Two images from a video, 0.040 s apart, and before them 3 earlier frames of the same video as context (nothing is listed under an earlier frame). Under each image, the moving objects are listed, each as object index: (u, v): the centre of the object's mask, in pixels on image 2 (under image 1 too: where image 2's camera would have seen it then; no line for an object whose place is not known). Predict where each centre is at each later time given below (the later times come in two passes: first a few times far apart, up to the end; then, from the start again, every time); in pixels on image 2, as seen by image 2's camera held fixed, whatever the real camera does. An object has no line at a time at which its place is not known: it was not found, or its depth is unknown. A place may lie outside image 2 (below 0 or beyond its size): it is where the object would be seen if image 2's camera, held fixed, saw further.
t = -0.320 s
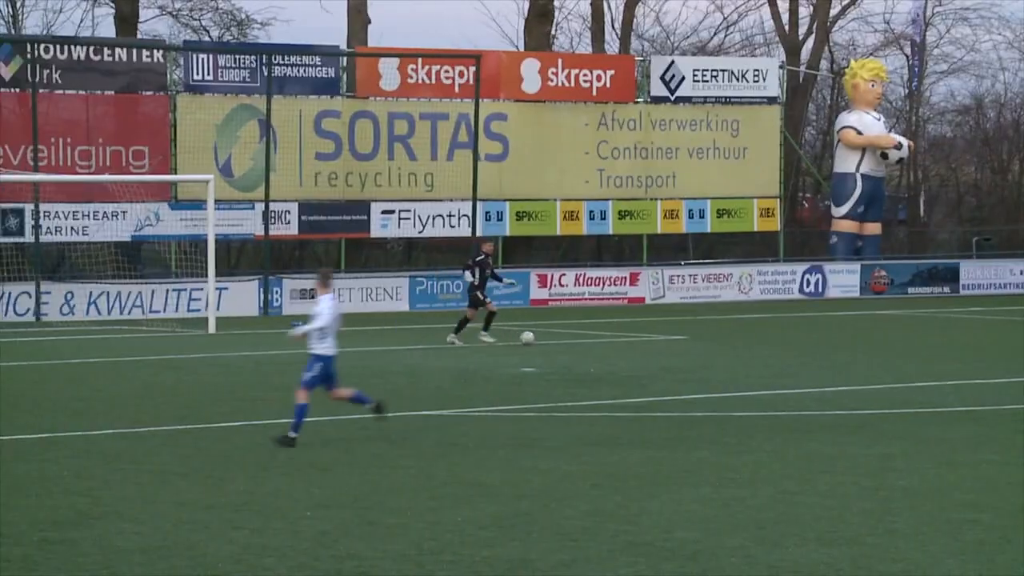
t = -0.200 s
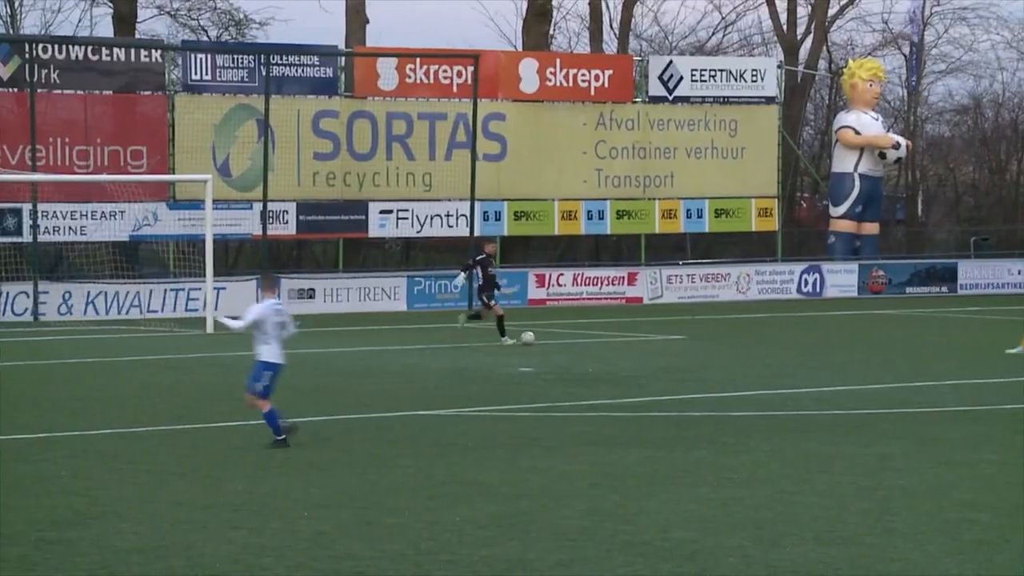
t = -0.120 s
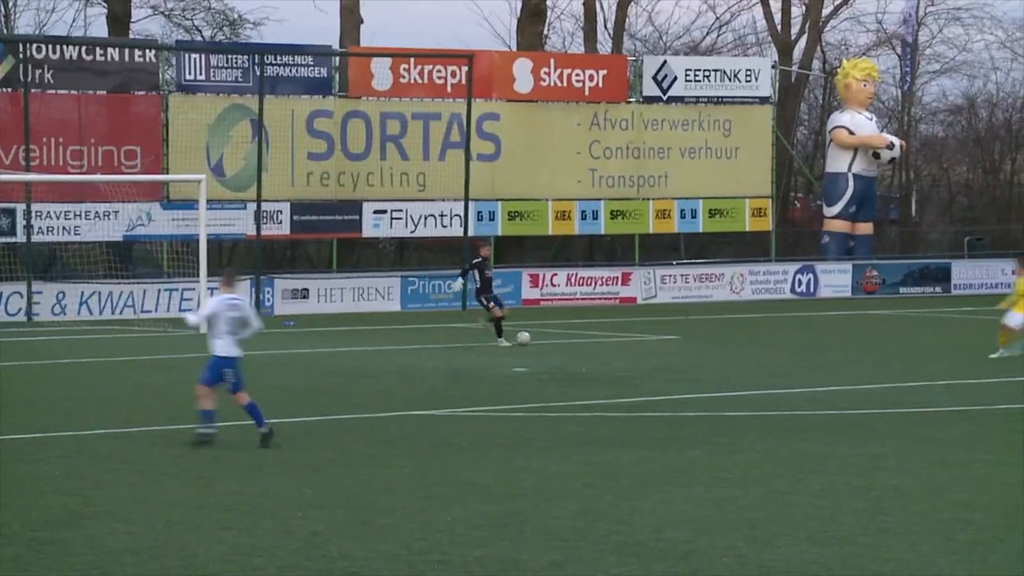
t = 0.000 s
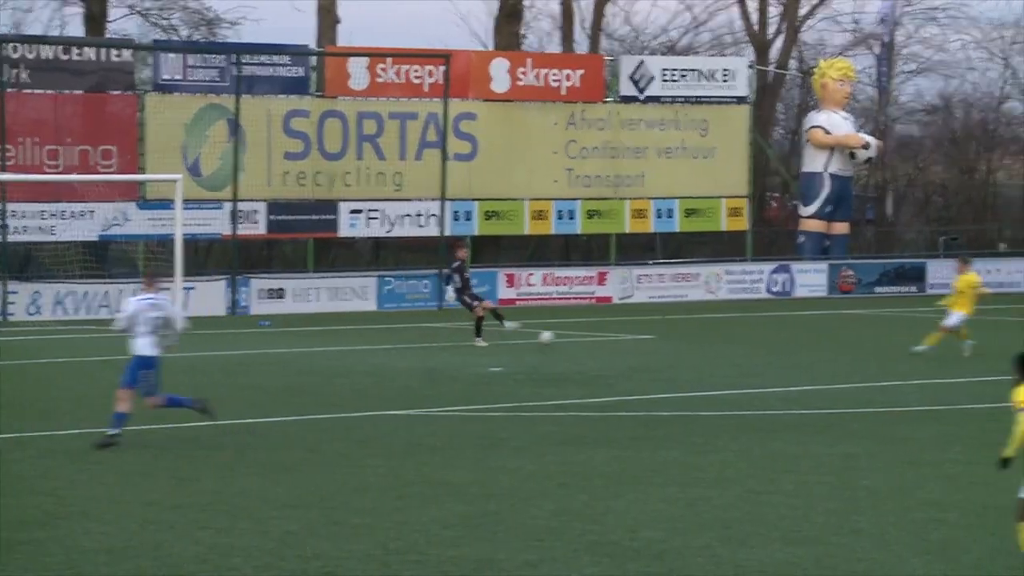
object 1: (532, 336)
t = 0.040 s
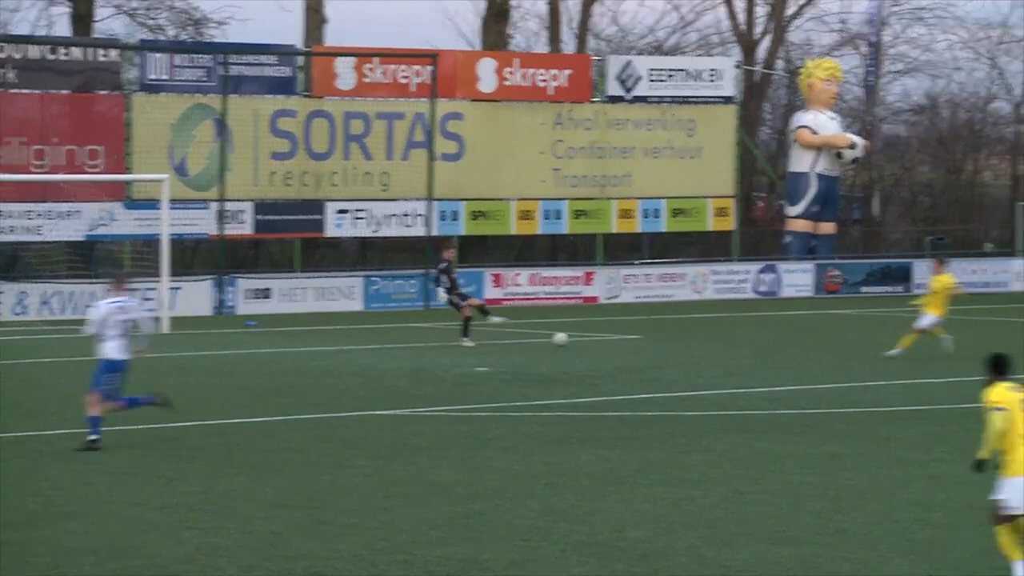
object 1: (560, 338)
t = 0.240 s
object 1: (686, 347)
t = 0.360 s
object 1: (756, 359)
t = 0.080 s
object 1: (587, 341)
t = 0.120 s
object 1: (613, 346)
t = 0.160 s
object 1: (639, 348)
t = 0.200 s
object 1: (663, 347)
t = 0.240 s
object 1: (686, 347)
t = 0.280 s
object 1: (711, 350)
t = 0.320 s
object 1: (734, 353)
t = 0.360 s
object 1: (756, 359)
